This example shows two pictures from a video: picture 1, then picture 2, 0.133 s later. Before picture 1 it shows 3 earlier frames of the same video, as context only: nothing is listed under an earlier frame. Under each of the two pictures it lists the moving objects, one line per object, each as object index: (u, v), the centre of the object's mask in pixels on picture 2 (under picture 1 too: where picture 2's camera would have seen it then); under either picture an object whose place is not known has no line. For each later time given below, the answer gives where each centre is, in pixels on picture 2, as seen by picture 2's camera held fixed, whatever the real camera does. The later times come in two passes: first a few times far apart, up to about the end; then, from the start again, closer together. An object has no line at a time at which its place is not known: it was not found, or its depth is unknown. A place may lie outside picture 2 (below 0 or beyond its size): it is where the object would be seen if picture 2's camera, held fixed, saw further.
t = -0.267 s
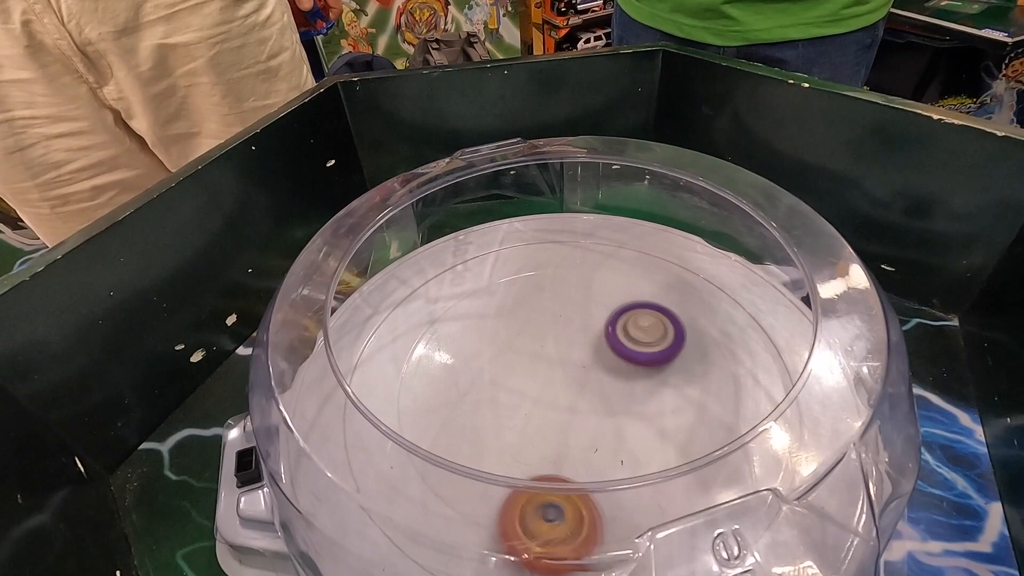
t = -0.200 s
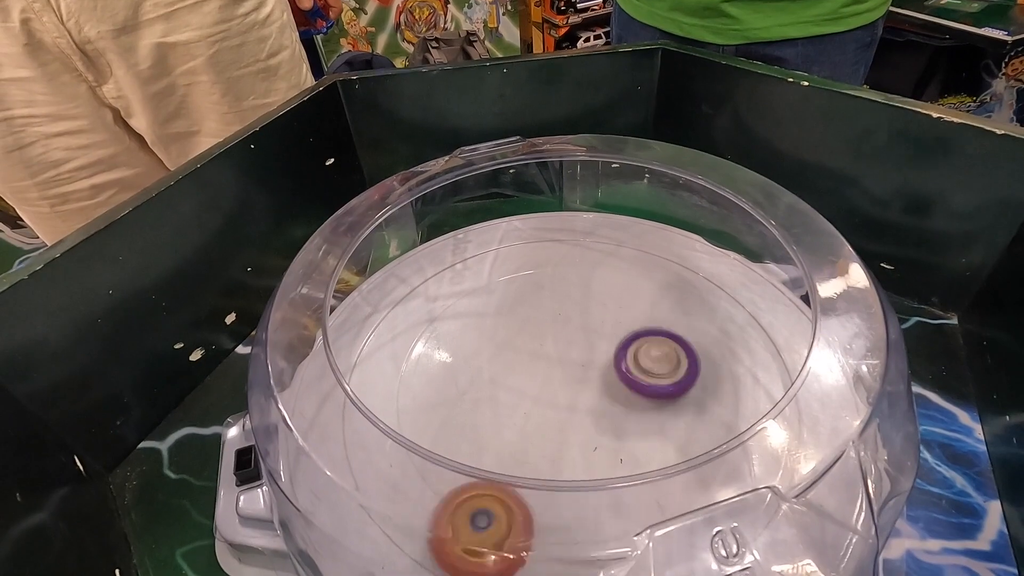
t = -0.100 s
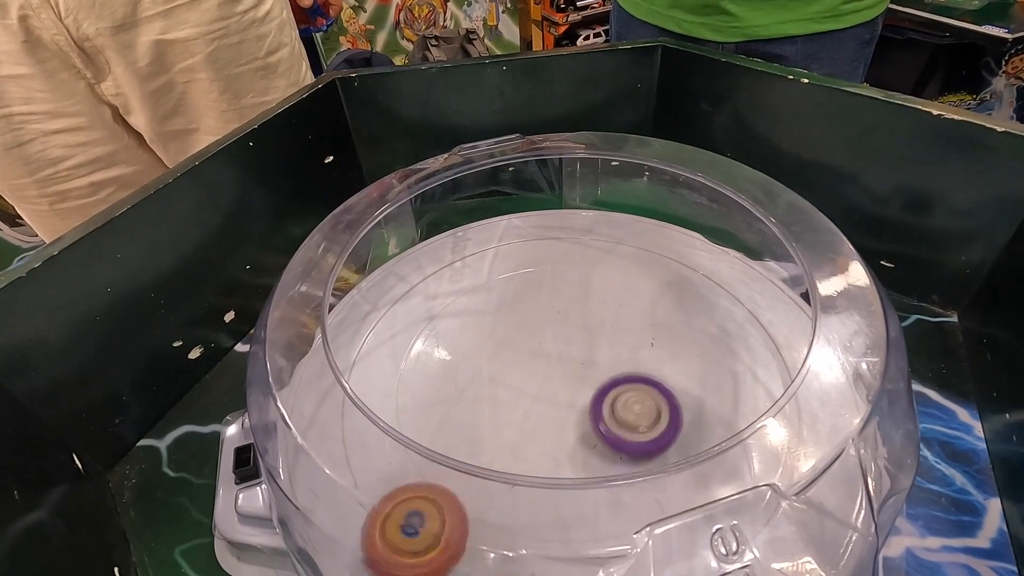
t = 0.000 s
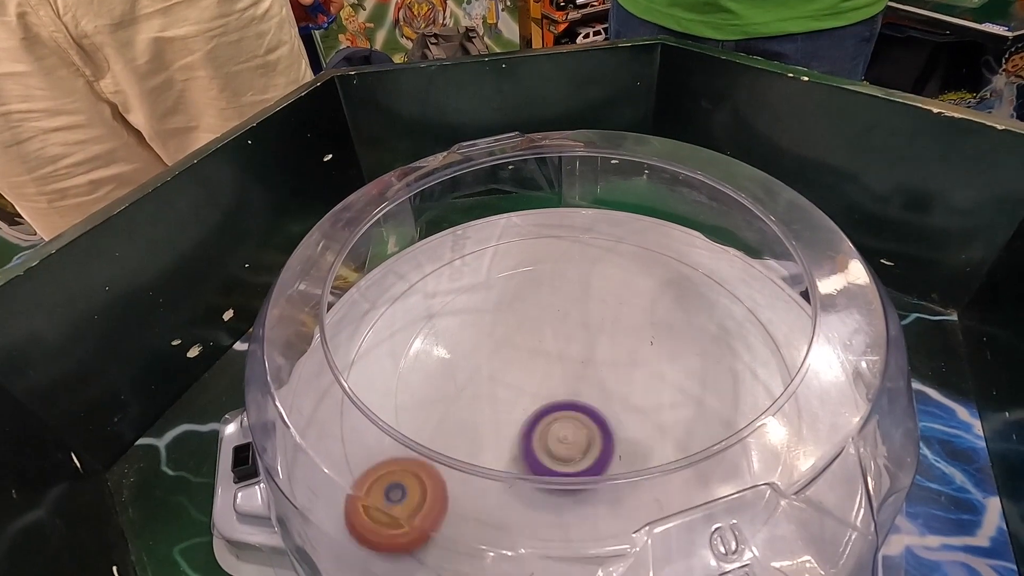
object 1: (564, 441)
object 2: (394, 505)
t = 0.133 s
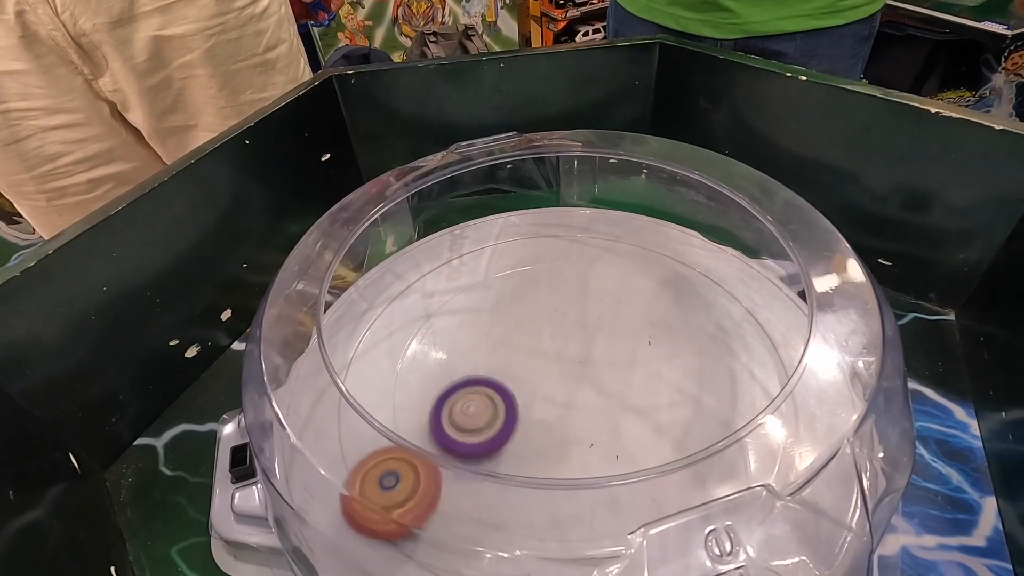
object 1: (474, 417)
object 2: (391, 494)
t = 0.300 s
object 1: (466, 336)
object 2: (393, 489)
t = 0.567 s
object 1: (597, 297)
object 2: (411, 465)
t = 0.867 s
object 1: (620, 438)
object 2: (477, 353)
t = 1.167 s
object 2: (708, 329)
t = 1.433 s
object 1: (555, 289)
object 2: (785, 432)
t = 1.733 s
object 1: (670, 409)
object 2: (786, 441)
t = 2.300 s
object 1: (508, 291)
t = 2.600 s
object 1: (683, 361)
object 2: (547, 427)
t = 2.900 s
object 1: (499, 470)
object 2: (495, 258)
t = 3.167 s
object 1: (461, 313)
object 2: (539, 224)
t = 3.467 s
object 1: (665, 315)
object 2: (553, 227)
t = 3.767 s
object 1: (577, 487)
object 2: (535, 228)
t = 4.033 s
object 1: (428, 353)
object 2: (522, 236)
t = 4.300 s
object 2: (504, 186)
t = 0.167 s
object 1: (462, 402)
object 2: (391, 493)
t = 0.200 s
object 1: (457, 385)
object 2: (392, 492)
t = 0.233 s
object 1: (456, 368)
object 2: (392, 491)
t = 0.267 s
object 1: (458, 352)
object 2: (393, 490)
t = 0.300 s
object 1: (466, 336)
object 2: (393, 489)
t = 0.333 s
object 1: (476, 324)
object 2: (394, 488)
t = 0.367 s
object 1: (488, 313)
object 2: (397, 484)
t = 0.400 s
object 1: (504, 303)
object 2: (398, 484)
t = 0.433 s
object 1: (520, 296)
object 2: (399, 483)
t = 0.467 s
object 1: (539, 292)
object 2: (399, 483)
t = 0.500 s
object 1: (558, 291)
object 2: (405, 473)
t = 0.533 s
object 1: (577, 293)
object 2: (409, 469)
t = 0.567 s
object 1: (597, 297)
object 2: (411, 465)
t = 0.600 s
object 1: (615, 305)
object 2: (414, 461)
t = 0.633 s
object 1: (632, 316)
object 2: (420, 450)
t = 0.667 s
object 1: (645, 330)
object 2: (424, 441)
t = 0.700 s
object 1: (655, 347)
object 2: (433, 425)
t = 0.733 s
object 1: (661, 366)
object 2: (436, 416)
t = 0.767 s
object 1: (660, 387)
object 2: (442, 402)
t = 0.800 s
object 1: (653, 406)
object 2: (450, 386)
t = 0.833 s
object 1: (640, 425)
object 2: (461, 369)
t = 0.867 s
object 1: (620, 438)
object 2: (477, 353)
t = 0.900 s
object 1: (596, 447)
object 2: (497, 338)
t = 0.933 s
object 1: (569, 451)
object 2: (521, 325)
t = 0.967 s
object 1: (541, 452)
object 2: (548, 315)
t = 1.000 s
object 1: (515, 449)
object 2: (576, 308)
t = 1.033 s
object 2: (605, 304)
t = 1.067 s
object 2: (634, 304)
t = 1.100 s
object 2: (660, 309)
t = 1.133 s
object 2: (685, 317)
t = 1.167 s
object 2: (708, 329)
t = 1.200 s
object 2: (727, 344)
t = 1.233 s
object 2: (741, 363)
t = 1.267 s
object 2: (748, 379)
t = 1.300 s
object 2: (749, 390)
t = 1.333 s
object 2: (766, 402)
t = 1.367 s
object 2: (777, 420)
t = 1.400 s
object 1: (532, 291)
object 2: (782, 429)
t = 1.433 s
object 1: (555, 289)
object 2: (785, 432)
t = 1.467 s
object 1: (577, 290)
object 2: (787, 433)
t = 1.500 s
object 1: (598, 295)
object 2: (789, 433)
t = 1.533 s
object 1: (619, 303)
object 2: (790, 433)
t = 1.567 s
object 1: (639, 315)
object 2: (789, 436)
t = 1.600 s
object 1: (655, 329)
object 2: (788, 438)
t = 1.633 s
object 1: (667, 347)
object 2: (788, 441)
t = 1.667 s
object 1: (674, 367)
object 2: (786, 441)
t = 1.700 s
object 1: (676, 388)
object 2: (786, 441)
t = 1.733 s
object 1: (670, 409)
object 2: (786, 441)
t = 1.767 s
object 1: (657, 427)
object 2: (791, 443)
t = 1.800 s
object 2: (791, 443)
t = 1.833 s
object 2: (784, 437)
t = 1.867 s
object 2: (783, 434)
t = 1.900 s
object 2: (782, 433)
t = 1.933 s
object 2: (779, 431)
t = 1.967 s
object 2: (777, 429)
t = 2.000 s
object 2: (776, 428)
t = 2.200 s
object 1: (454, 327)
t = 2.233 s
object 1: (470, 312)
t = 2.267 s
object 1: (487, 300)
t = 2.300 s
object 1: (508, 291)
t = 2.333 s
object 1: (530, 285)
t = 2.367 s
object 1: (552, 282)
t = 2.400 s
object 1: (576, 284)
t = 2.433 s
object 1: (600, 288)
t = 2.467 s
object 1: (623, 296)
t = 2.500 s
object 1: (643, 307)
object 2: (639, 430)
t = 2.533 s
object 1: (660, 322)
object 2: (611, 434)
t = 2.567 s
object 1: (674, 340)
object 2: (581, 434)
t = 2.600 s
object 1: (683, 361)
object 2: (547, 427)
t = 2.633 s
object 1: (685, 383)
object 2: (518, 414)
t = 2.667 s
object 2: (494, 395)
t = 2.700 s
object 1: (666, 423)
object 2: (476, 372)
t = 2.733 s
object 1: (650, 446)
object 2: (467, 349)
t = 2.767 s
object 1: (627, 465)
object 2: (463, 326)
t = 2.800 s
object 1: (597, 476)
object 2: (465, 306)
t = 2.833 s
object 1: (564, 477)
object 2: (472, 288)
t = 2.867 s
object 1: (531, 477)
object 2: (483, 271)
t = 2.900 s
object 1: (499, 470)
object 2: (495, 258)
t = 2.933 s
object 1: (473, 455)
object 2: (509, 248)
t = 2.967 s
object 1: (455, 430)
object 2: (520, 241)
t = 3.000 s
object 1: (439, 415)
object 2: (528, 235)
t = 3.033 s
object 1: (431, 395)
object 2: (534, 231)
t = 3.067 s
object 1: (431, 371)
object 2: (536, 227)
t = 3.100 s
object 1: (436, 349)
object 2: (536, 225)
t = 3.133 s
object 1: (446, 330)
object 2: (537, 224)
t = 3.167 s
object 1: (461, 313)
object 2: (539, 224)
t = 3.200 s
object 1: (479, 299)
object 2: (543, 224)
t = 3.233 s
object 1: (500, 288)
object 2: (547, 225)
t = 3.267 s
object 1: (523, 280)
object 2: (548, 225)
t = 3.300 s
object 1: (547, 277)
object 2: (549, 224)
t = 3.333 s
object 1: (573, 280)
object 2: (549, 222)
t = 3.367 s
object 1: (598, 283)
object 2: (552, 224)
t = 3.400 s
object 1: (623, 289)
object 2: (554, 226)
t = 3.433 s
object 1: (646, 300)
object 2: (554, 227)
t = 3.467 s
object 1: (665, 315)
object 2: (553, 227)
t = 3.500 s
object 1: (682, 332)
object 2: (552, 227)
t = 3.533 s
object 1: (693, 353)
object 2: (549, 227)
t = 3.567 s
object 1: (697, 376)
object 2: (547, 227)
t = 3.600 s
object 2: (545, 226)
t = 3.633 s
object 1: (681, 418)
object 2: (543, 227)
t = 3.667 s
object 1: (667, 444)
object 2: (541, 227)
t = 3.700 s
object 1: (643, 464)
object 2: (539, 227)
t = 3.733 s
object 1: (614, 483)
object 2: (537, 227)
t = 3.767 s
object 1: (577, 487)
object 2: (535, 228)
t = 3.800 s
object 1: (541, 488)
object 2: (533, 228)
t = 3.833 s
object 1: (507, 480)
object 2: (531, 229)
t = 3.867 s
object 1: (478, 462)
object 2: (529, 230)
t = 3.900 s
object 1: (453, 446)
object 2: (527, 231)
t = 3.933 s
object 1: (440, 418)
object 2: (526, 232)
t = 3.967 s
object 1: (426, 399)
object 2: (524, 233)
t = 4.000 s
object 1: (424, 377)
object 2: (523, 235)
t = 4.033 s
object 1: (428, 353)
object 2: (522, 236)
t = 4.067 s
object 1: (437, 332)
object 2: (520, 238)
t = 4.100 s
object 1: (452, 314)
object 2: (519, 240)
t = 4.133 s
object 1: (470, 299)
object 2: (519, 242)
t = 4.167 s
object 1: (490, 295)
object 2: (520, 239)
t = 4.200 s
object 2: (528, 207)
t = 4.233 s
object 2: (533, 186)
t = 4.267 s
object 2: (519, 188)
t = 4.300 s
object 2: (504, 186)
